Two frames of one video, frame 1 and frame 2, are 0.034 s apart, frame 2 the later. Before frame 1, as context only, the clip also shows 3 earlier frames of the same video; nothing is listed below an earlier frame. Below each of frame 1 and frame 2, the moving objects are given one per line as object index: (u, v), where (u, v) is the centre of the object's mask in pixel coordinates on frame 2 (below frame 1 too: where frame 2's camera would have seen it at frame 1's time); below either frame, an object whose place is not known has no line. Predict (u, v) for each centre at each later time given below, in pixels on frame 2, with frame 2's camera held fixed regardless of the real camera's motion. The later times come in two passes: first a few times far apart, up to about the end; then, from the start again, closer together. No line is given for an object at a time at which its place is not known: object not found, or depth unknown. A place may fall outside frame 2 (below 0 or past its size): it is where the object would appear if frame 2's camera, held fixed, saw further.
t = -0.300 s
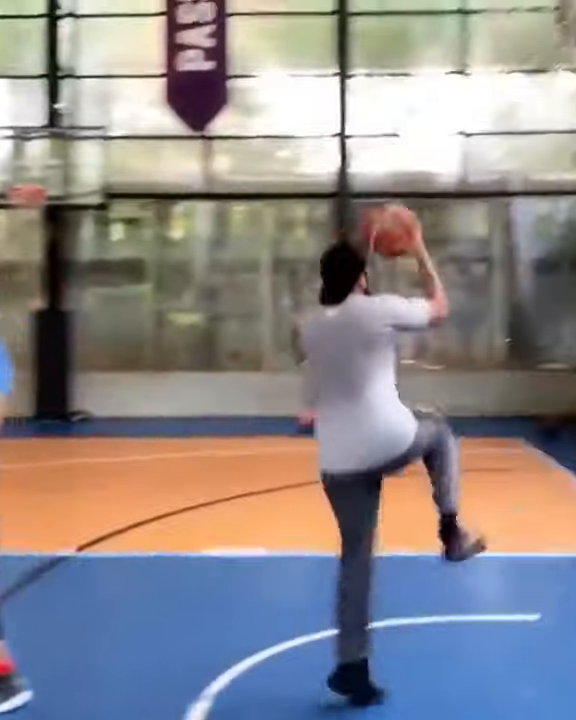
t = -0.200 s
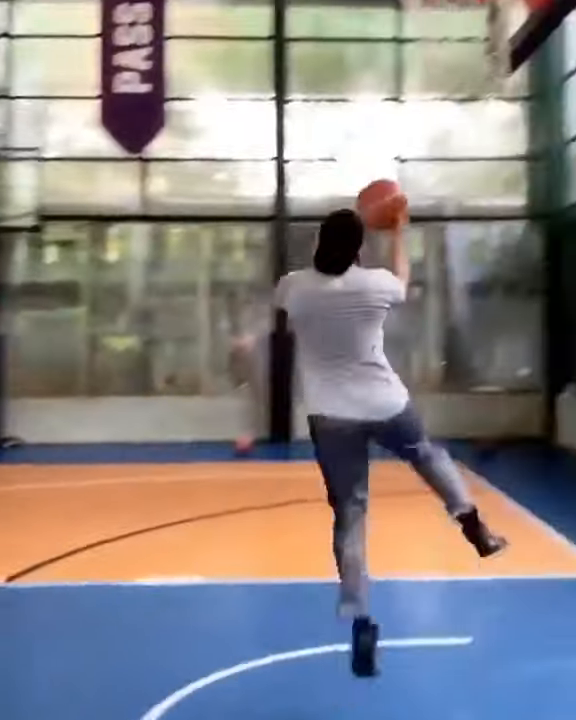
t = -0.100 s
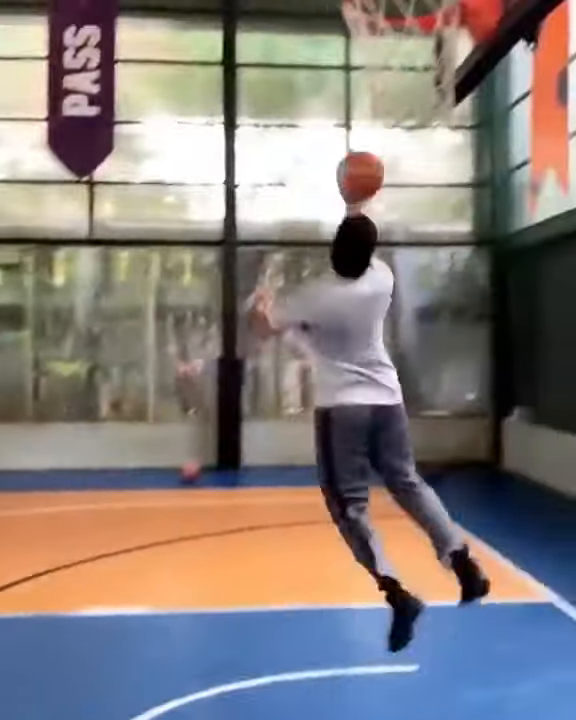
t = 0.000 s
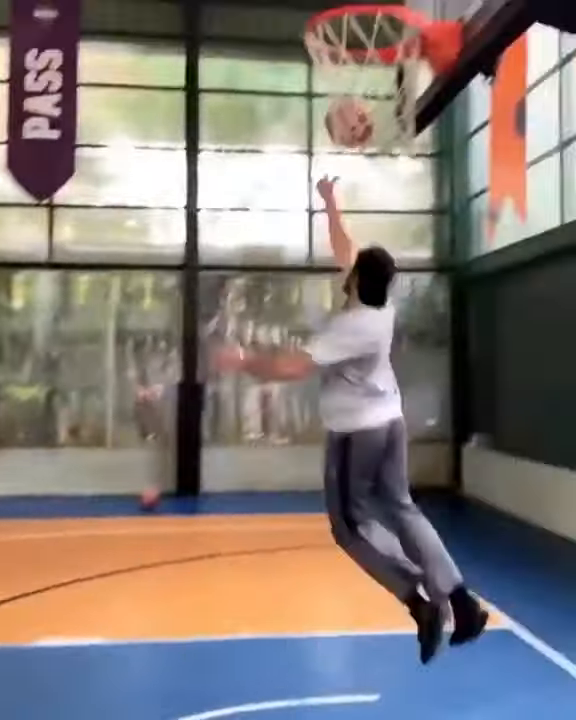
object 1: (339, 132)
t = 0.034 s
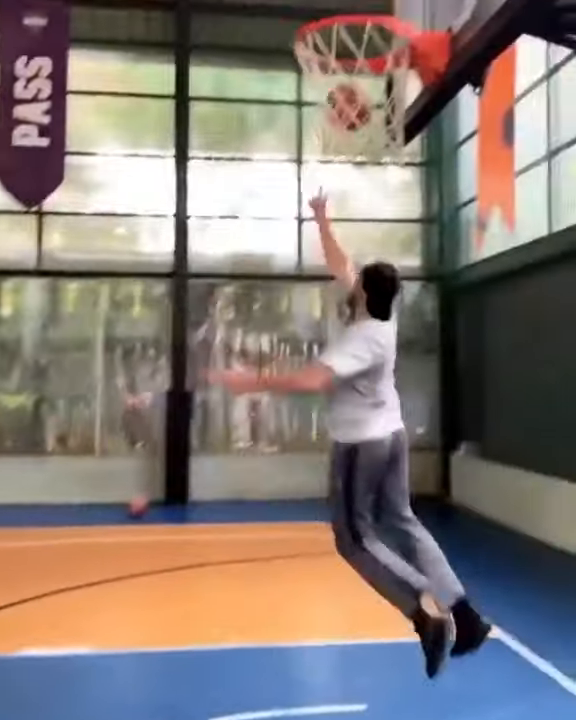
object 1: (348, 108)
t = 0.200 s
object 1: (390, 4)
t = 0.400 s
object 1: (363, -13)
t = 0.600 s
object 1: (340, 53)
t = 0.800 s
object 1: (367, 233)
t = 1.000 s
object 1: (395, 484)
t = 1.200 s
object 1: (422, 685)
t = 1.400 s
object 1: (464, 473)
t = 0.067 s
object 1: (360, 89)
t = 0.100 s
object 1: (372, 59)
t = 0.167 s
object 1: (396, 20)
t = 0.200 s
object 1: (390, 4)
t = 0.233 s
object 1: (385, -1)
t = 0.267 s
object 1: (379, -6)
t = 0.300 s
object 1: (376, -10)
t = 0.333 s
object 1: (371, -13)
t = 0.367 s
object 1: (367, -14)
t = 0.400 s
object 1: (363, -13)
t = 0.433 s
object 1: (358, -11)
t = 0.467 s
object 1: (353, -8)
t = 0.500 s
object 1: (346, -3)
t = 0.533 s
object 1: (341, 3)
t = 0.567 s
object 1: (338, 34)
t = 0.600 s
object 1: (340, 53)
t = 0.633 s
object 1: (342, 77)
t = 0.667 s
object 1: (347, 106)
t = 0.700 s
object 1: (353, 135)
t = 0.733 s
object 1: (358, 162)
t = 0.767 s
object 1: (363, 197)
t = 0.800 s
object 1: (367, 233)
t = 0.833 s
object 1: (371, 266)
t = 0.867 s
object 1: (377, 305)
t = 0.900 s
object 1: (382, 343)
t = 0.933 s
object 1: (387, 387)
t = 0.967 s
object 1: (391, 433)
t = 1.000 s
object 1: (395, 484)
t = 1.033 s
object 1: (399, 530)
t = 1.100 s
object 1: (406, 644)
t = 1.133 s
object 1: (413, 680)
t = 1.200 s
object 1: (422, 685)
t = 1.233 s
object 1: (429, 655)
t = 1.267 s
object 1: (435, 607)
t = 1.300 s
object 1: (443, 568)
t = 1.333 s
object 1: (450, 534)
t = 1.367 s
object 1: (457, 504)
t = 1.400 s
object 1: (464, 473)
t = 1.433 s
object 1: (469, 450)
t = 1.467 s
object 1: (476, 429)
